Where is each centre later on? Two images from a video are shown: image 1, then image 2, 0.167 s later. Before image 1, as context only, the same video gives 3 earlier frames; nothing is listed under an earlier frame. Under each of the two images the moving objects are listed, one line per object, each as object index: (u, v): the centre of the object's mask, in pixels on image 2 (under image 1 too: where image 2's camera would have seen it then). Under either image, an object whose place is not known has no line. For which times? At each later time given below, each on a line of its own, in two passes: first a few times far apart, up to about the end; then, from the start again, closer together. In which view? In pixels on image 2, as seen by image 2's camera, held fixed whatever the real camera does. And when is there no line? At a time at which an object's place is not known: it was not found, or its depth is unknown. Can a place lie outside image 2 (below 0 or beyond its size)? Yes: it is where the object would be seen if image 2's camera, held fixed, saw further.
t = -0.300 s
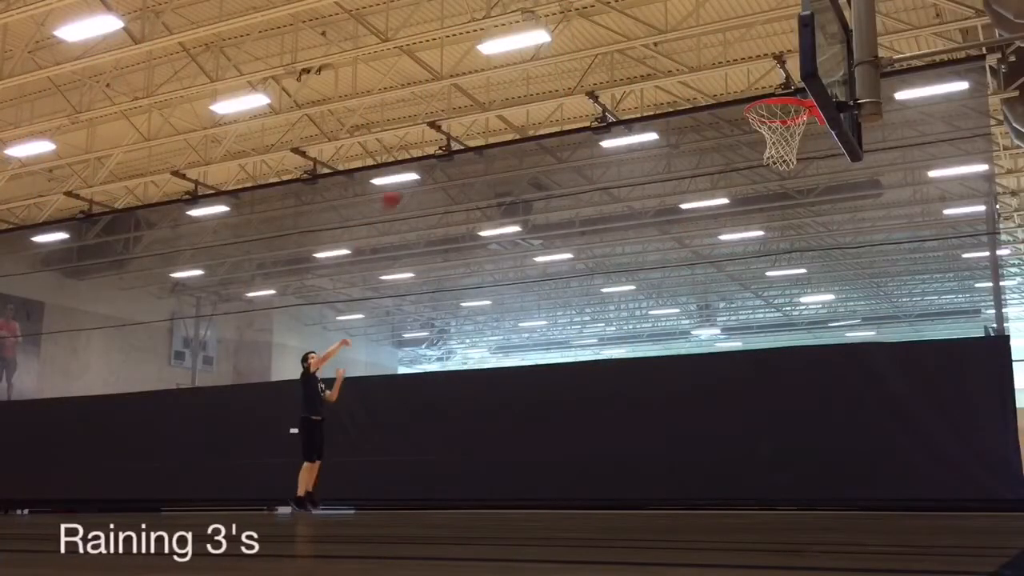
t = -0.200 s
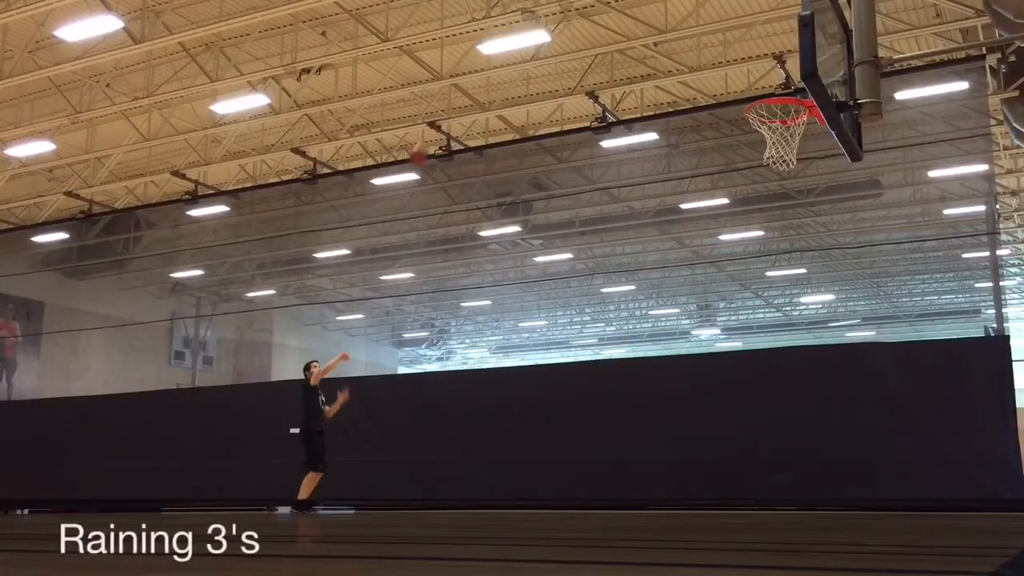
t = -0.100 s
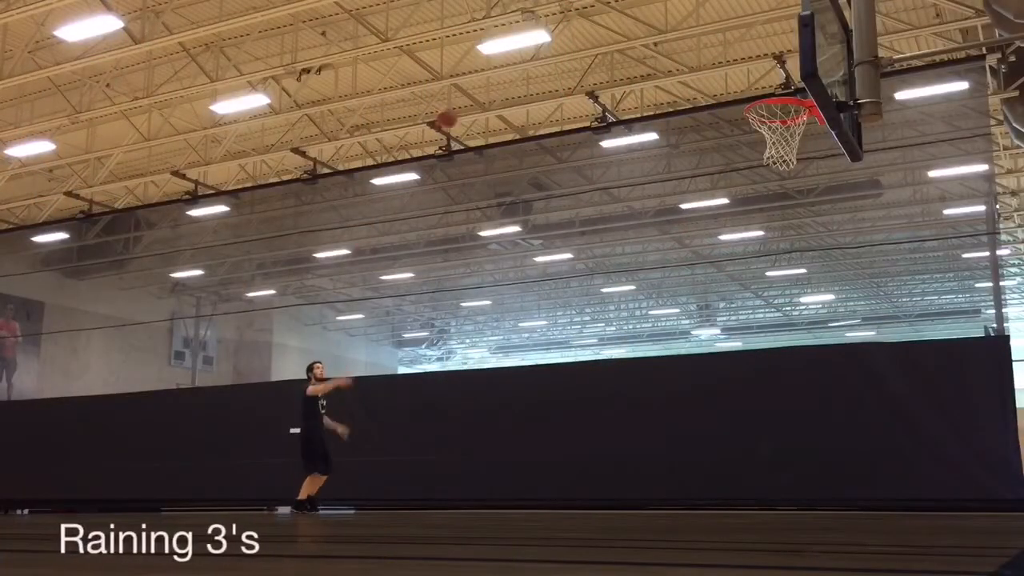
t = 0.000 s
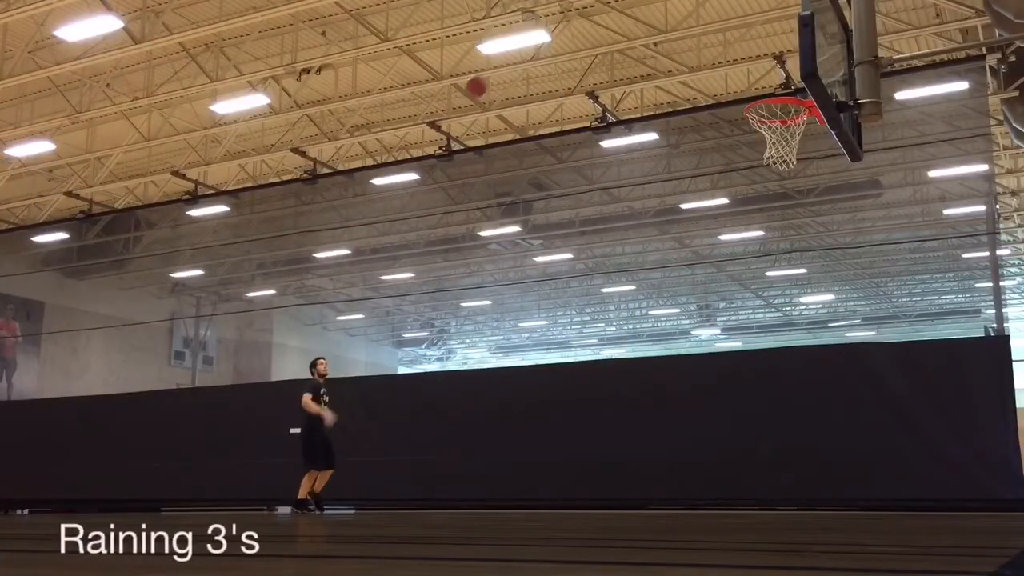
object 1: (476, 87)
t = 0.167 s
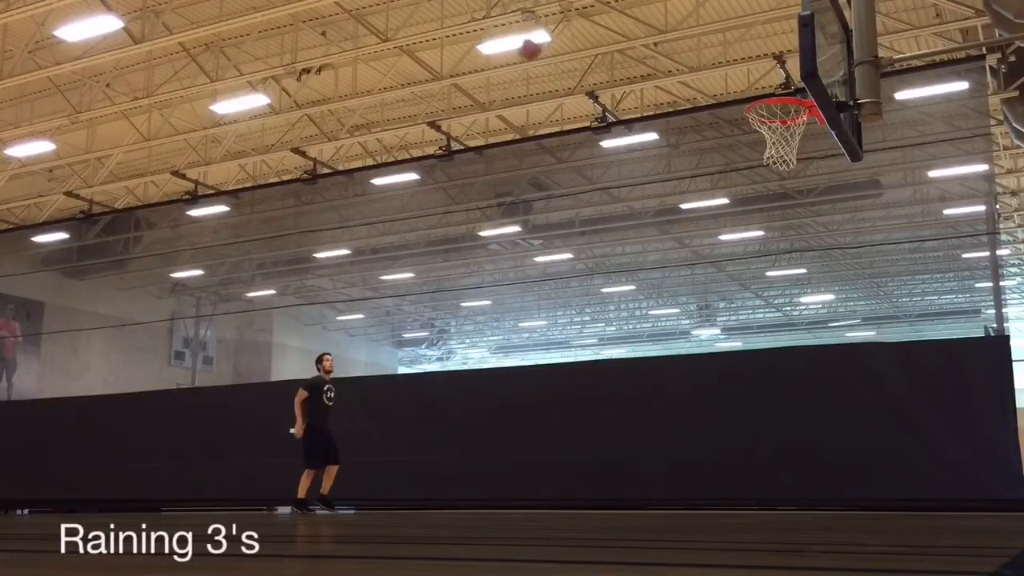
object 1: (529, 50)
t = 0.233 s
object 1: (553, 38)
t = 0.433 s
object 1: (629, 31)
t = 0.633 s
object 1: (723, 66)
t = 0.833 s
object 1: (789, 145)
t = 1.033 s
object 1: (758, 233)
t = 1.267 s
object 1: (725, 427)
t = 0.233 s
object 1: (553, 38)
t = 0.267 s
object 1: (563, 35)
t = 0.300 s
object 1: (576, 32)
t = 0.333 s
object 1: (589, 30)
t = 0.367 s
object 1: (601, 29)
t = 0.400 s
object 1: (615, 30)
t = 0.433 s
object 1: (629, 31)
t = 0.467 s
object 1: (643, 33)
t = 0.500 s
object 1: (657, 38)
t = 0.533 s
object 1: (673, 43)
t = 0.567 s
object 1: (689, 49)
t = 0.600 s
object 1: (706, 56)
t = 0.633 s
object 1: (723, 66)
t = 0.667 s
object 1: (742, 78)
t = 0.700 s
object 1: (759, 88)
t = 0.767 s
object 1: (796, 117)
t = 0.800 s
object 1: (794, 135)
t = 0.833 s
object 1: (789, 145)
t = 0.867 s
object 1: (784, 154)
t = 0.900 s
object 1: (779, 165)
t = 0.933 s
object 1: (775, 179)
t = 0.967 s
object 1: (769, 195)
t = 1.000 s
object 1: (764, 212)
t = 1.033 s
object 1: (758, 233)
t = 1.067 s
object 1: (753, 255)
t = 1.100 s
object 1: (749, 277)
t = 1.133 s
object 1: (744, 301)
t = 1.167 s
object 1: (740, 327)
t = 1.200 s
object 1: (734, 366)
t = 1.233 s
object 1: (729, 392)
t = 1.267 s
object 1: (725, 427)
